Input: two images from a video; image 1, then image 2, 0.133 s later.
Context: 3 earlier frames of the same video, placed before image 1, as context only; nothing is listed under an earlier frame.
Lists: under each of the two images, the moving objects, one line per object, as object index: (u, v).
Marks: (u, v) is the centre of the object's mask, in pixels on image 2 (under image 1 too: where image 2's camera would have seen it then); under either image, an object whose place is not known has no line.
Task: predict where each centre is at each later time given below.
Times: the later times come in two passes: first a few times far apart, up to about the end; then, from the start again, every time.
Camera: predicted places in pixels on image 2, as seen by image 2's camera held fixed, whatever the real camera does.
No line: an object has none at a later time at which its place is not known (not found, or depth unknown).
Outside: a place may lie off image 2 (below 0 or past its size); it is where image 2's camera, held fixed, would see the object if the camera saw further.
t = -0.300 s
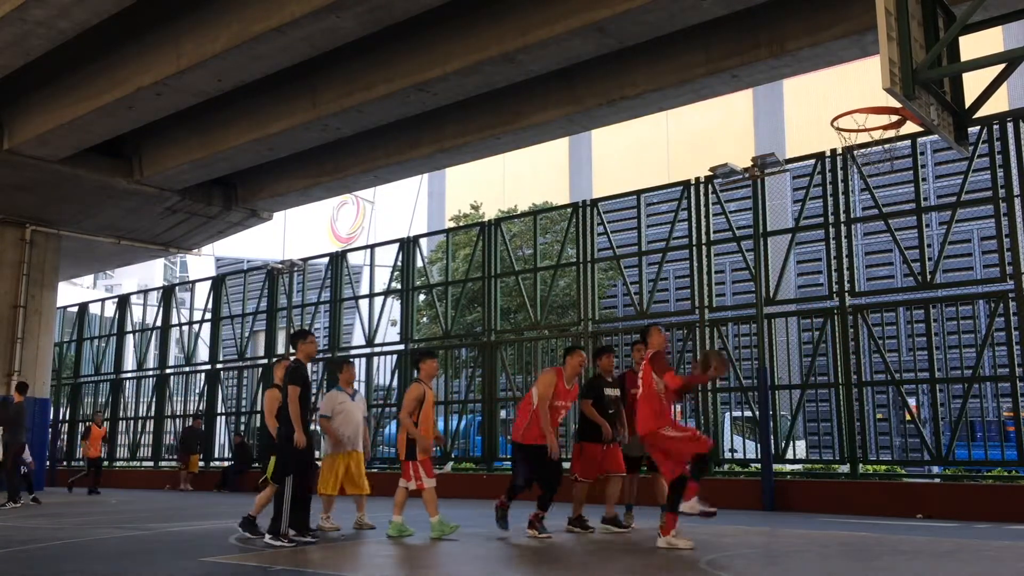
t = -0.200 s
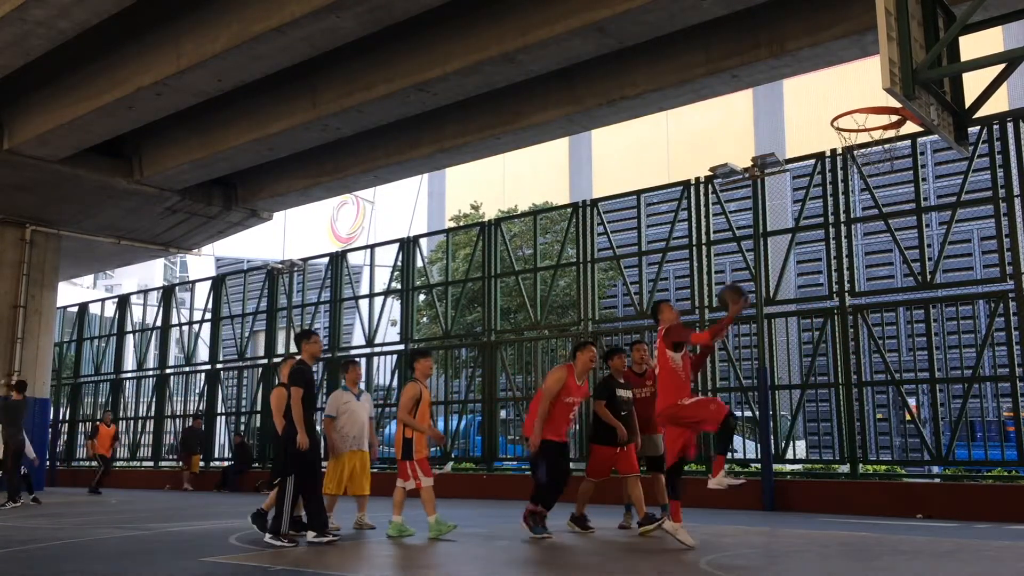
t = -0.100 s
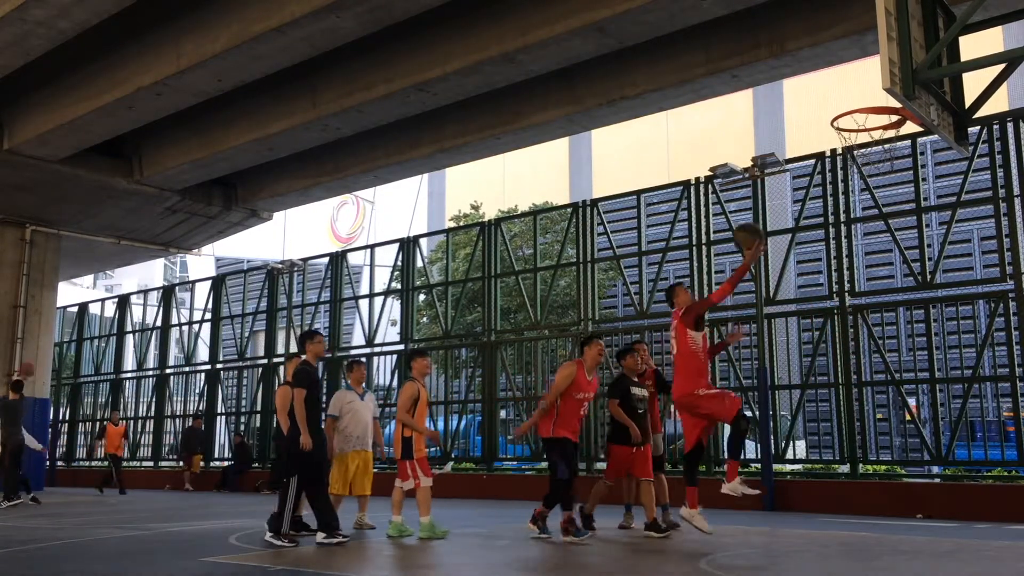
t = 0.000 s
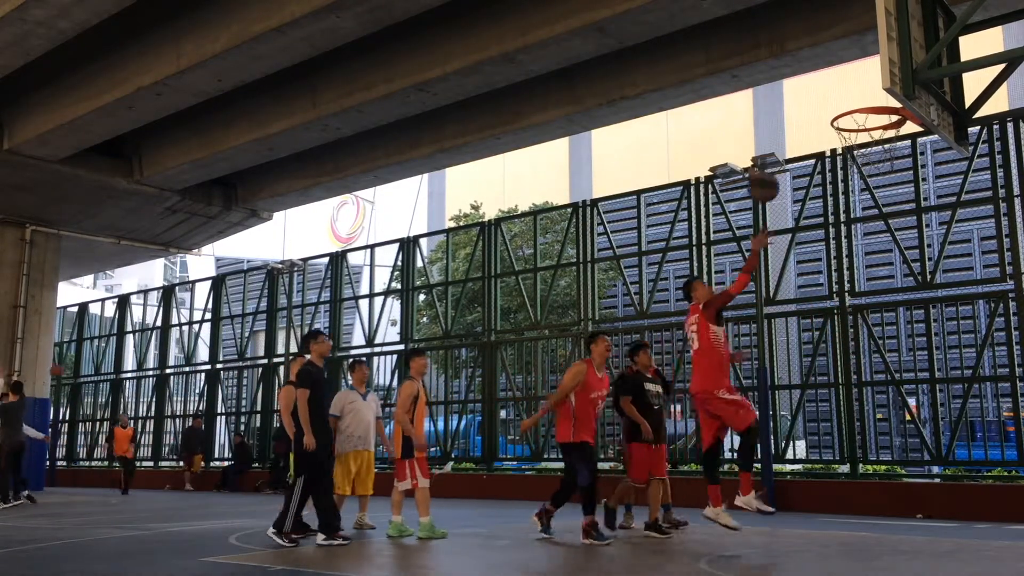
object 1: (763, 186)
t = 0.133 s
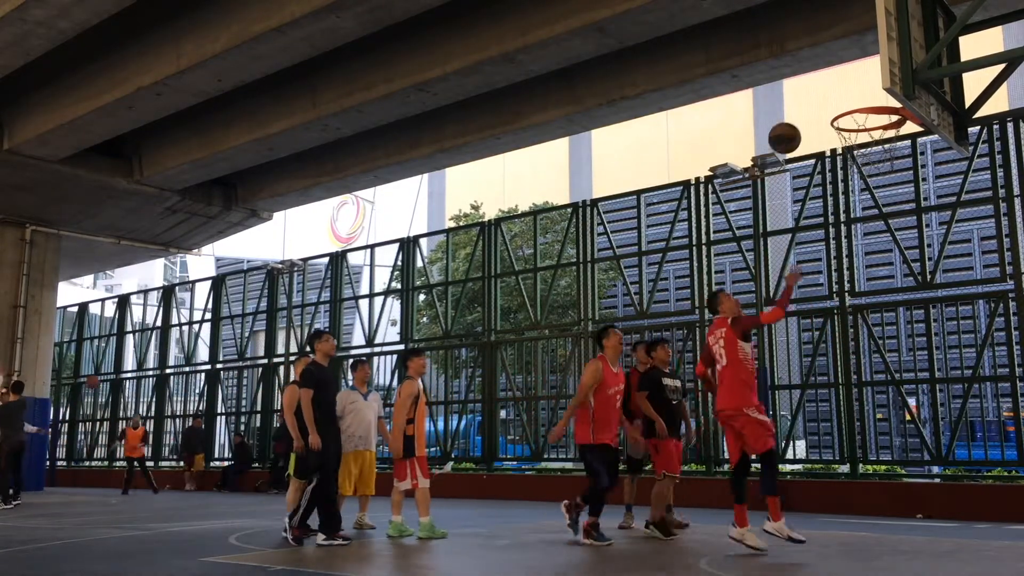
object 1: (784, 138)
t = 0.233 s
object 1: (801, 115)
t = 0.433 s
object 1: (839, 103)
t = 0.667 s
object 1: (886, 152)
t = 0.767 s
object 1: (898, 183)
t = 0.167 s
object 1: (790, 129)
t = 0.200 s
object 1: (796, 121)
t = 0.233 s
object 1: (801, 115)
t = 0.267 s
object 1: (807, 109)
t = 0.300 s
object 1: (813, 106)
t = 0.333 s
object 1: (820, 103)
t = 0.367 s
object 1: (826, 102)
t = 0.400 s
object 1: (832, 102)
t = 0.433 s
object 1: (839, 103)
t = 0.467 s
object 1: (845, 107)
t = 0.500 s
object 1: (852, 112)
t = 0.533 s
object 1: (859, 118)
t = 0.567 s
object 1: (866, 127)
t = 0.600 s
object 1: (874, 135)
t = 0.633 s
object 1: (881, 145)
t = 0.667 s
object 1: (886, 152)
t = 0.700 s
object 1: (890, 161)
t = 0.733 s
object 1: (893, 171)
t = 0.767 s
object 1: (898, 183)
